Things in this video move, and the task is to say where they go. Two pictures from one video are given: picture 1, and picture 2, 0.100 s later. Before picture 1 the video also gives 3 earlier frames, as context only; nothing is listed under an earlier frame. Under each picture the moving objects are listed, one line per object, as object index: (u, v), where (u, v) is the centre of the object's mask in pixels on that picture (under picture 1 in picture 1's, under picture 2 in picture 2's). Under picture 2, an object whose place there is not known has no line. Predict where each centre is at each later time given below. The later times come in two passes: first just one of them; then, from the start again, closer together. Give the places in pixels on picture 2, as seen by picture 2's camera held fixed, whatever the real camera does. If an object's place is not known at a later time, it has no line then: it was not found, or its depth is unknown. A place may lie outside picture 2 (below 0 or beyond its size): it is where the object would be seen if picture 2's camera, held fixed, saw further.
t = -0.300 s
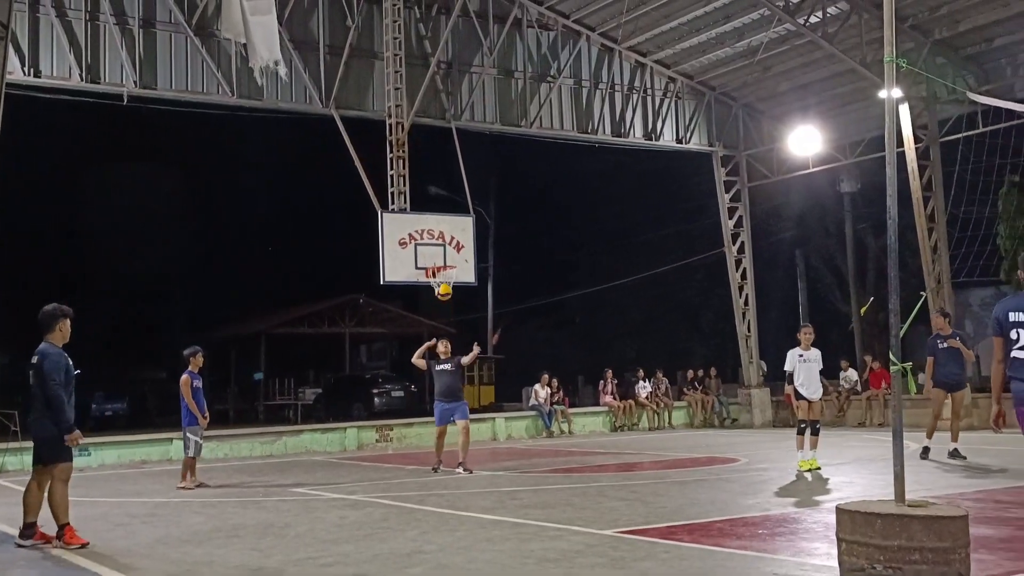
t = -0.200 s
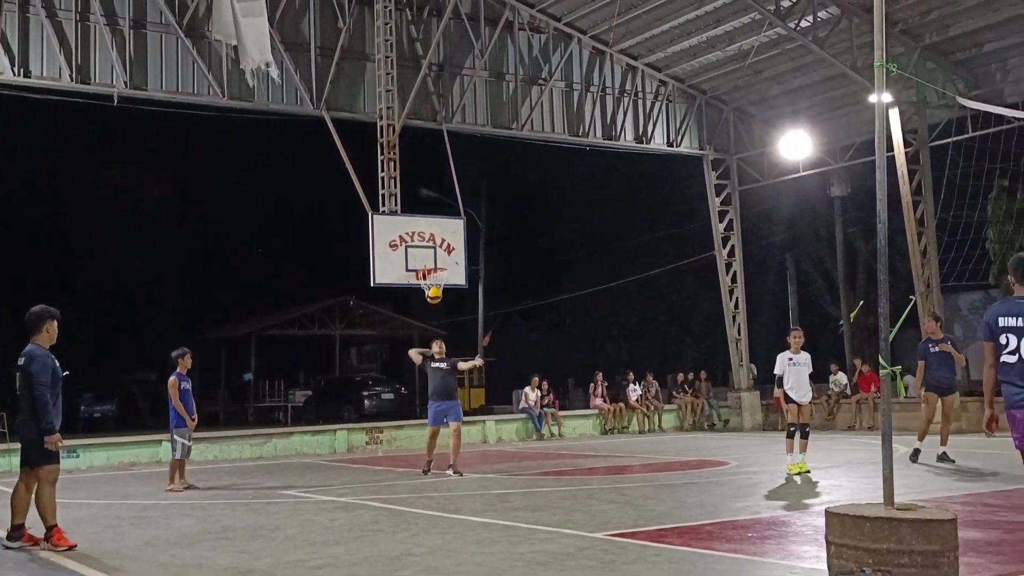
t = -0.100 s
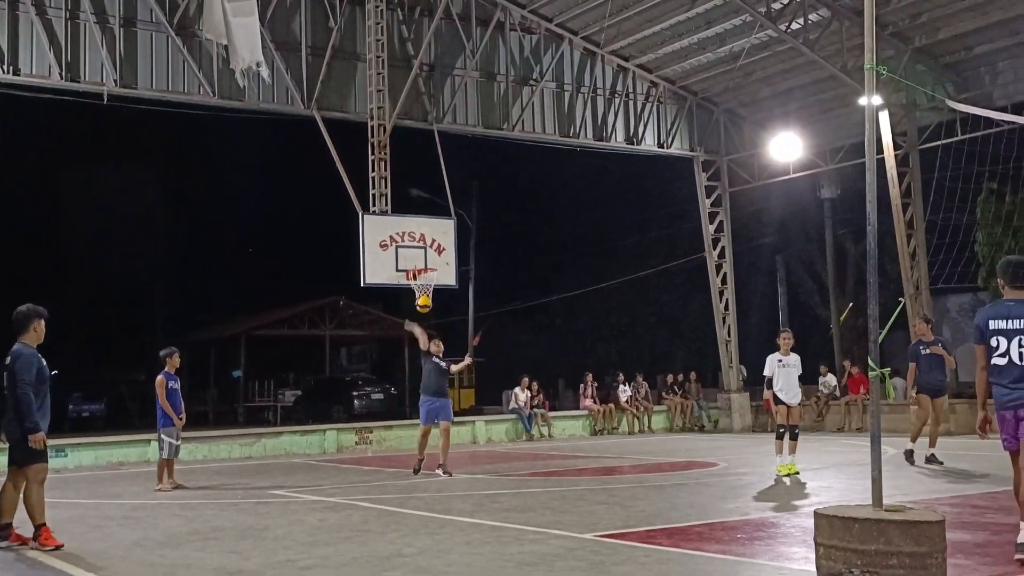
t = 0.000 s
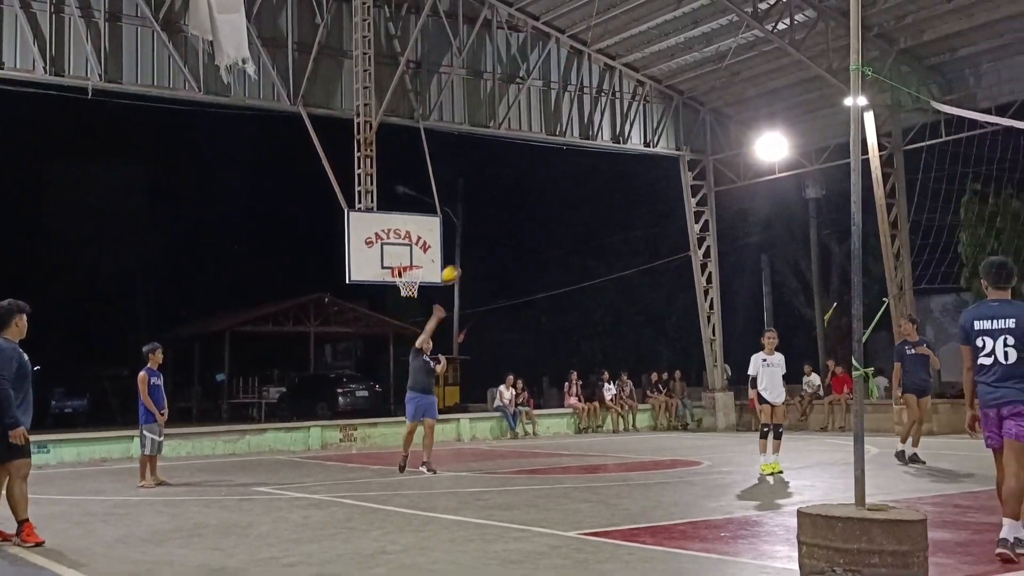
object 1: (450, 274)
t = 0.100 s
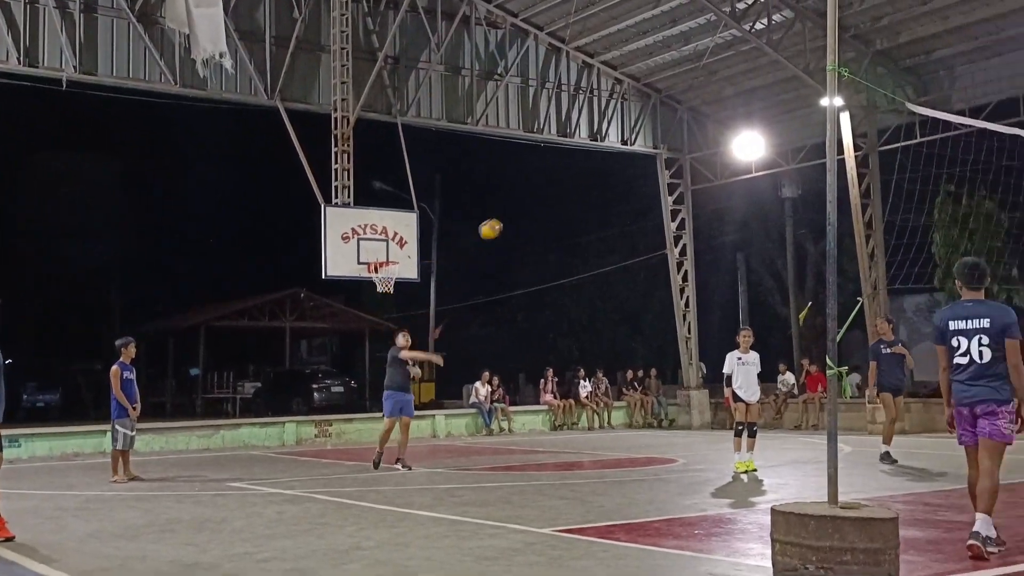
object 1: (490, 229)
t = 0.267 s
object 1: (616, 166)
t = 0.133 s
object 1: (513, 216)
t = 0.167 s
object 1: (537, 203)
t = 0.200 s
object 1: (562, 190)
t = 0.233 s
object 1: (589, 178)
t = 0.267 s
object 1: (616, 166)
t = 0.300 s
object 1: (644, 156)
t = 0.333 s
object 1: (675, 142)
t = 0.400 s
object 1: (739, 121)
